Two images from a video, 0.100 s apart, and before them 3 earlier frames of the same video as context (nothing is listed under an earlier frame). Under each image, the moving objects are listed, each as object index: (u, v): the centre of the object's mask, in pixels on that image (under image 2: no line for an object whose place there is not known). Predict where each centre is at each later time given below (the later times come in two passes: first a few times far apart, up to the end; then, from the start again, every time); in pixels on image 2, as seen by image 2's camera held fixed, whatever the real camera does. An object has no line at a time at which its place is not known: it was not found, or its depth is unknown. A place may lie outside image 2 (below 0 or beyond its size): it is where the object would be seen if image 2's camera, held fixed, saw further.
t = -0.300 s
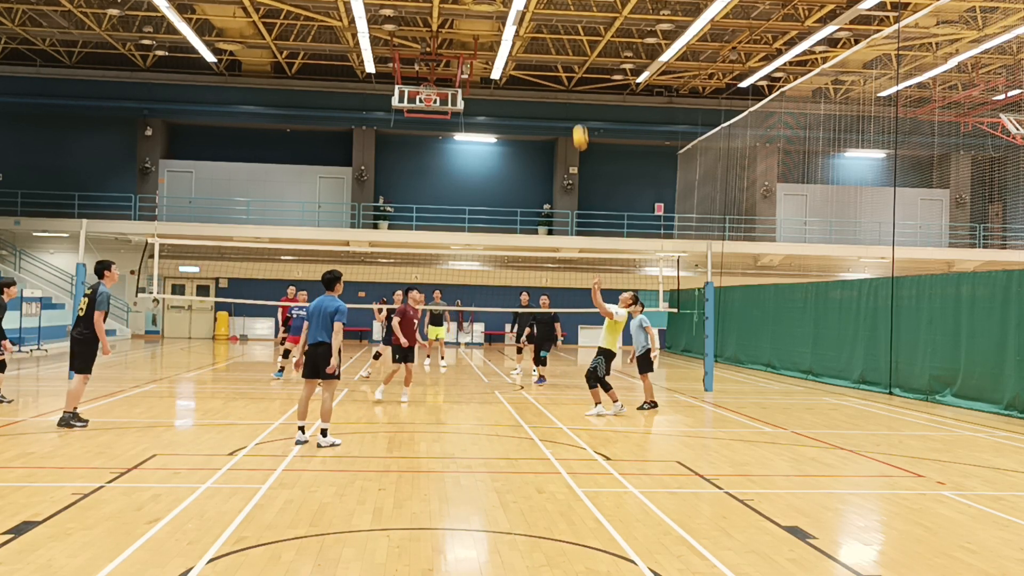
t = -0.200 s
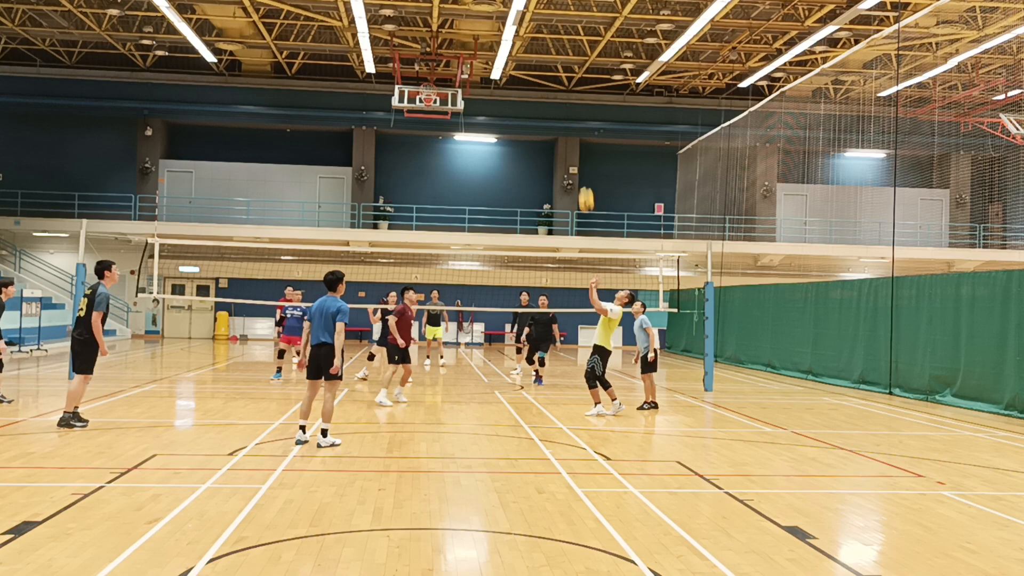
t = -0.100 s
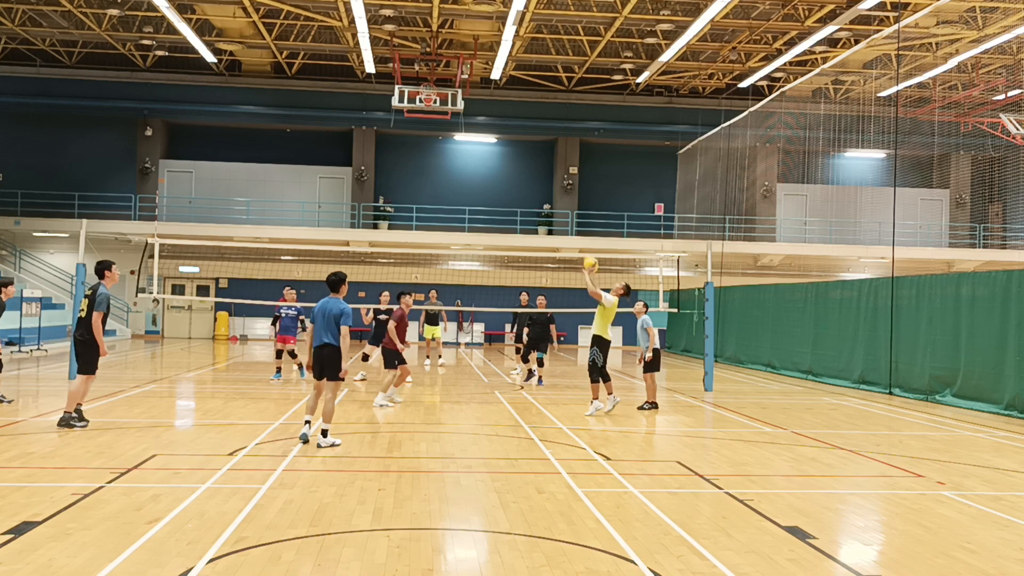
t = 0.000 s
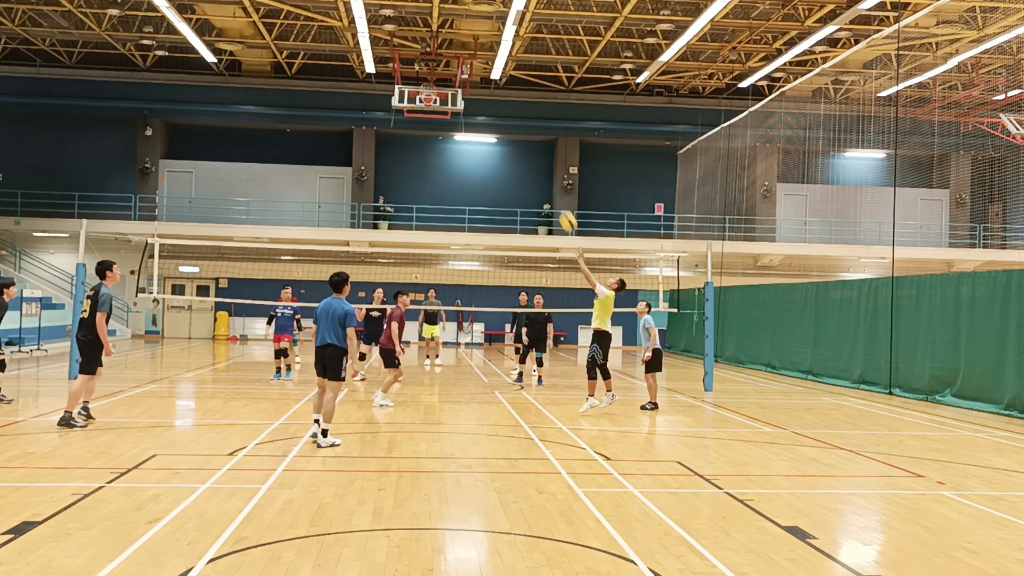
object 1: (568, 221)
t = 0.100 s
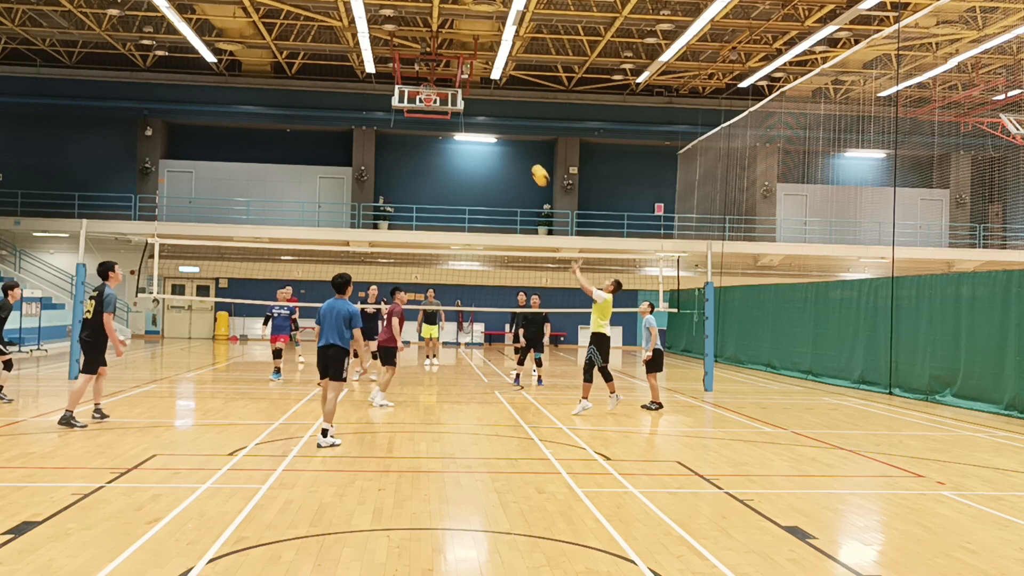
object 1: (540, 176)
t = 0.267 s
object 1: (495, 118)
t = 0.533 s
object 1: (428, 73)
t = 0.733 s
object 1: (381, 73)
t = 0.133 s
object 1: (531, 162)
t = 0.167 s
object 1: (522, 149)
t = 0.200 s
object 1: (513, 138)
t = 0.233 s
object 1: (504, 128)
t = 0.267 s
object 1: (495, 118)
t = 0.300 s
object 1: (487, 109)
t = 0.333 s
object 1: (479, 102)
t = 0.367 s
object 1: (470, 95)
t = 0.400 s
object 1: (462, 89)
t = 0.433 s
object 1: (453, 83)
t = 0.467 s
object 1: (445, 79)
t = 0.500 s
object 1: (436, 76)
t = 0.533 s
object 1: (428, 73)
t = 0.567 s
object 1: (420, 71)
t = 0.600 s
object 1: (412, 70)
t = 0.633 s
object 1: (404, 69)
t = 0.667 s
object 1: (396, 69)
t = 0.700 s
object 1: (388, 71)
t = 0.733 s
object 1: (381, 73)
